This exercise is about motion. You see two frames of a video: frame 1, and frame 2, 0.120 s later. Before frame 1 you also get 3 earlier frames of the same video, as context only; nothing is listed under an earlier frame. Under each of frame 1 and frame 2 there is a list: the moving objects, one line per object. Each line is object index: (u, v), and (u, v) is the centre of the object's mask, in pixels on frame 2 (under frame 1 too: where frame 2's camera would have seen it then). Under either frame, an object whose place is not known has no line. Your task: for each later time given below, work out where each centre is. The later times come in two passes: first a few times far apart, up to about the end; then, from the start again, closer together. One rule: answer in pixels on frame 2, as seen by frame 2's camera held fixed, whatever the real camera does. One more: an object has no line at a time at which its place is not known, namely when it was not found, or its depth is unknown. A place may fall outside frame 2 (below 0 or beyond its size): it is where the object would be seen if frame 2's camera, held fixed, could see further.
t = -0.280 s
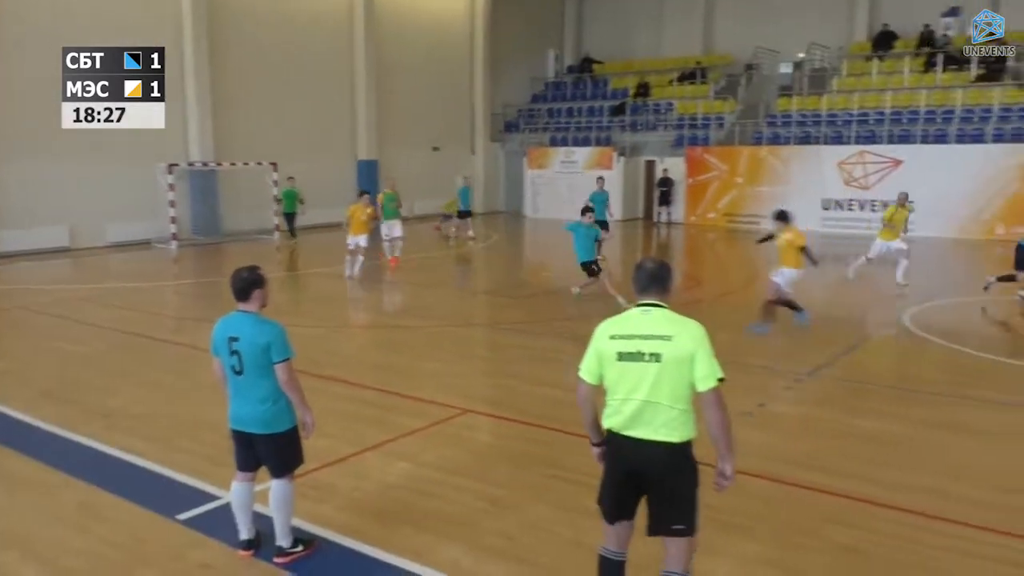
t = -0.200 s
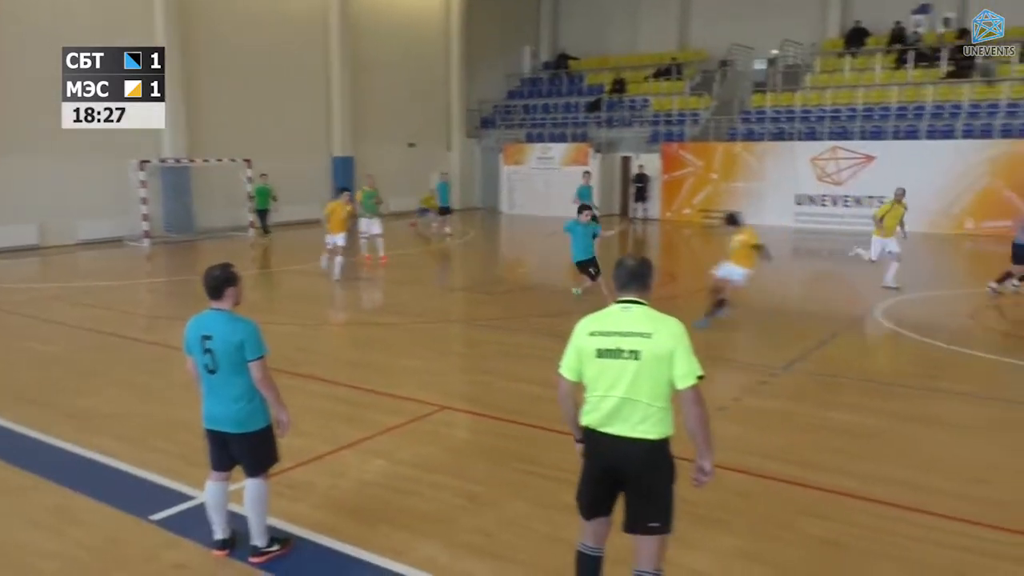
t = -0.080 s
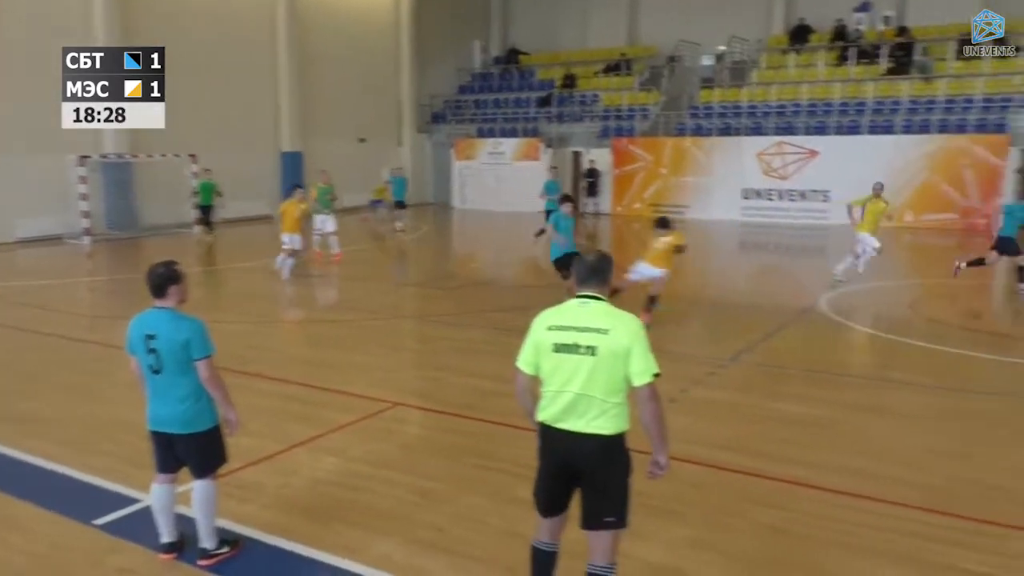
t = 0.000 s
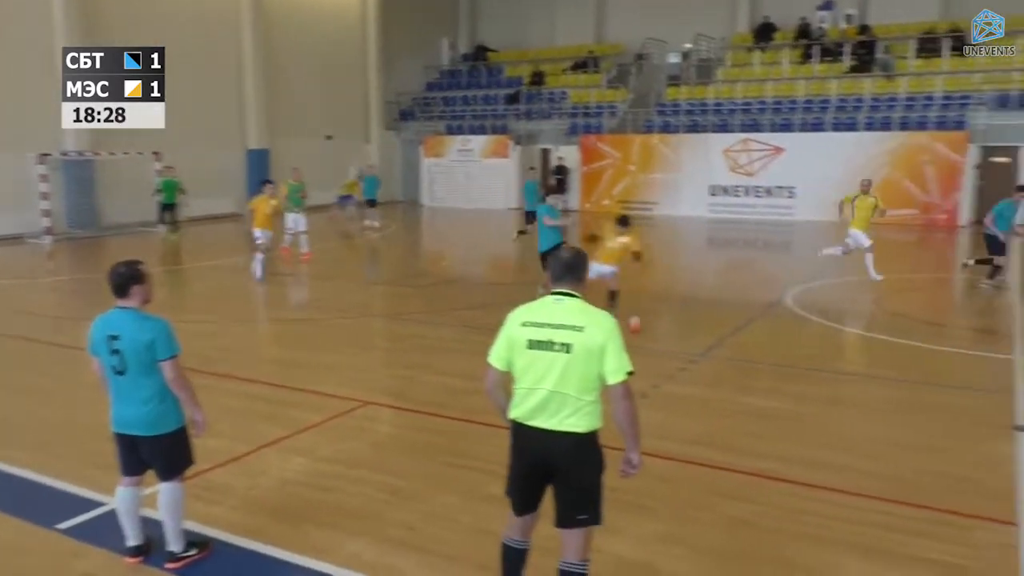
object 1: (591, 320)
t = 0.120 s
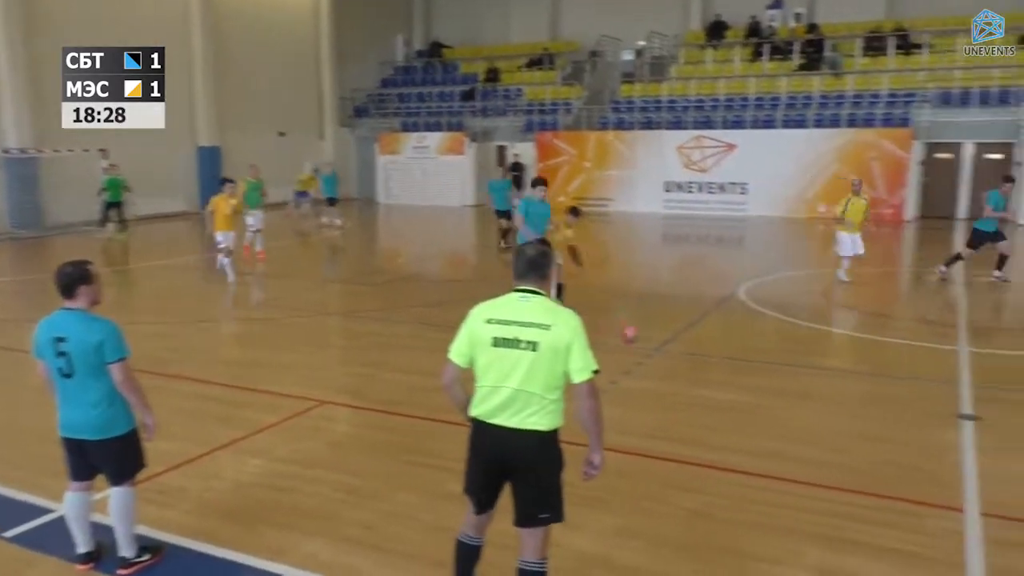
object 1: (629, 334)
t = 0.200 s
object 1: (655, 342)
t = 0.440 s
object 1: (754, 373)
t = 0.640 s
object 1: (856, 409)
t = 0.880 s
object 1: (1029, 462)
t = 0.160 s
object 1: (642, 337)
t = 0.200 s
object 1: (655, 342)
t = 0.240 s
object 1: (670, 347)
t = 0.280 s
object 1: (686, 352)
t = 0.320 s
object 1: (701, 358)
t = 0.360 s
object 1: (717, 363)
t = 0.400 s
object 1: (735, 368)
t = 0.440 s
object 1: (754, 373)
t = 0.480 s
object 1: (772, 380)
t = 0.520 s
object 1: (792, 388)
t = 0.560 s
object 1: (812, 393)
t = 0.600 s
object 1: (835, 401)
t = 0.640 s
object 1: (856, 409)
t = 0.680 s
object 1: (881, 417)
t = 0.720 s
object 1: (908, 424)
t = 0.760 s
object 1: (934, 433)
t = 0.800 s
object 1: (964, 443)
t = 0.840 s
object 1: (995, 452)
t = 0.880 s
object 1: (1029, 462)
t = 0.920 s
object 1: (1061, 474)
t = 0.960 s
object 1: (1098, 486)
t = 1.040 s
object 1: (1182, 510)
